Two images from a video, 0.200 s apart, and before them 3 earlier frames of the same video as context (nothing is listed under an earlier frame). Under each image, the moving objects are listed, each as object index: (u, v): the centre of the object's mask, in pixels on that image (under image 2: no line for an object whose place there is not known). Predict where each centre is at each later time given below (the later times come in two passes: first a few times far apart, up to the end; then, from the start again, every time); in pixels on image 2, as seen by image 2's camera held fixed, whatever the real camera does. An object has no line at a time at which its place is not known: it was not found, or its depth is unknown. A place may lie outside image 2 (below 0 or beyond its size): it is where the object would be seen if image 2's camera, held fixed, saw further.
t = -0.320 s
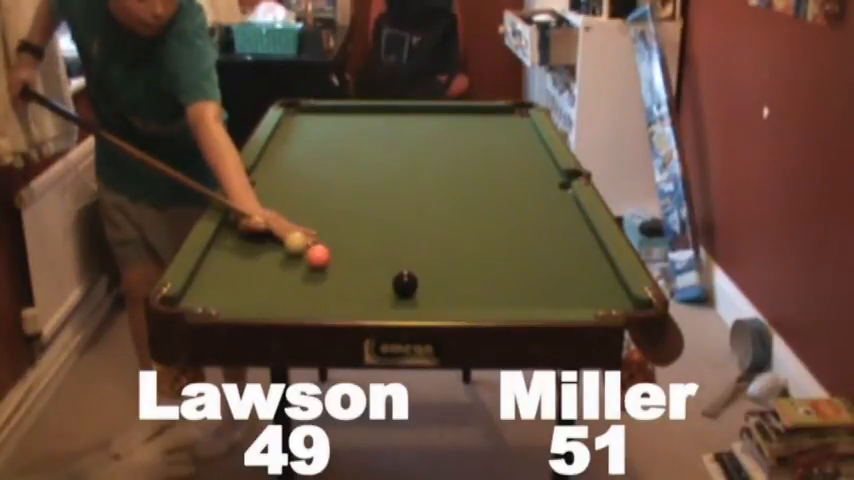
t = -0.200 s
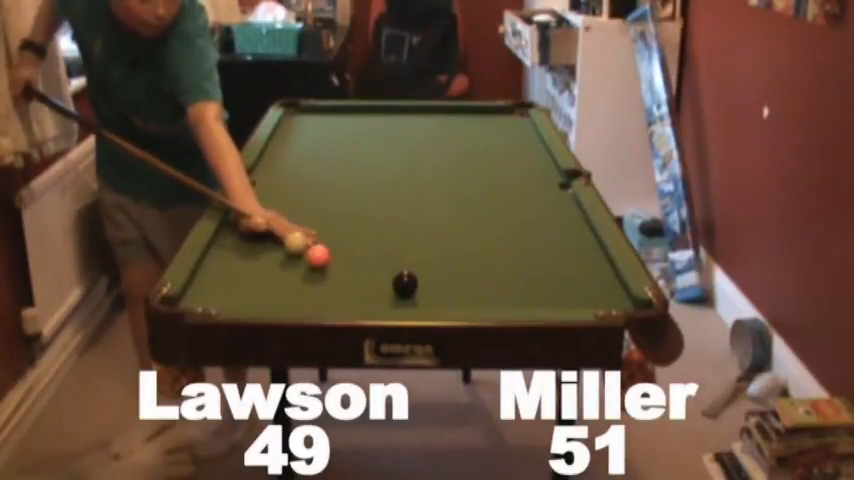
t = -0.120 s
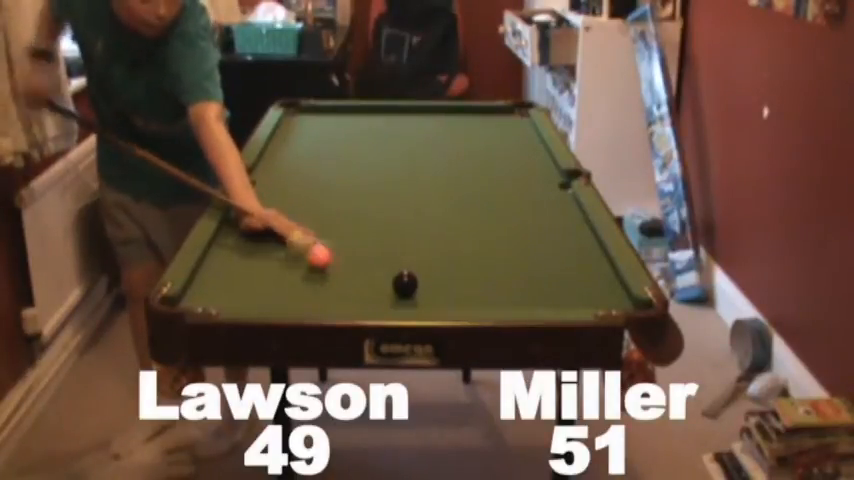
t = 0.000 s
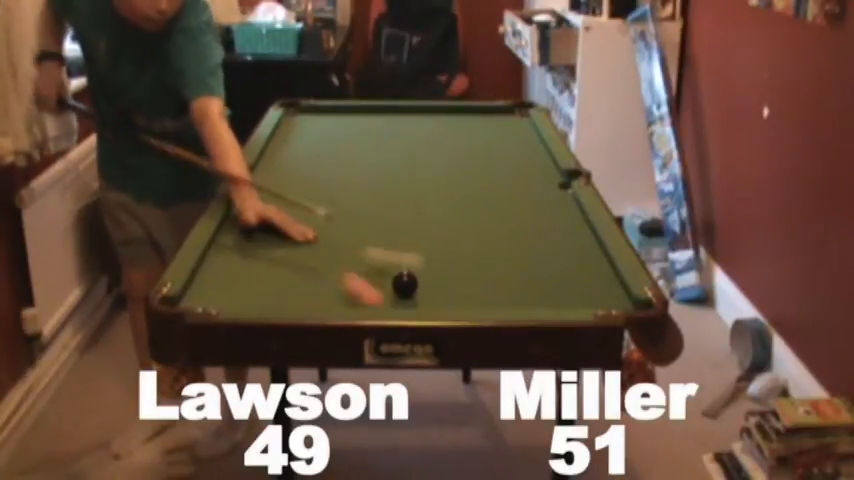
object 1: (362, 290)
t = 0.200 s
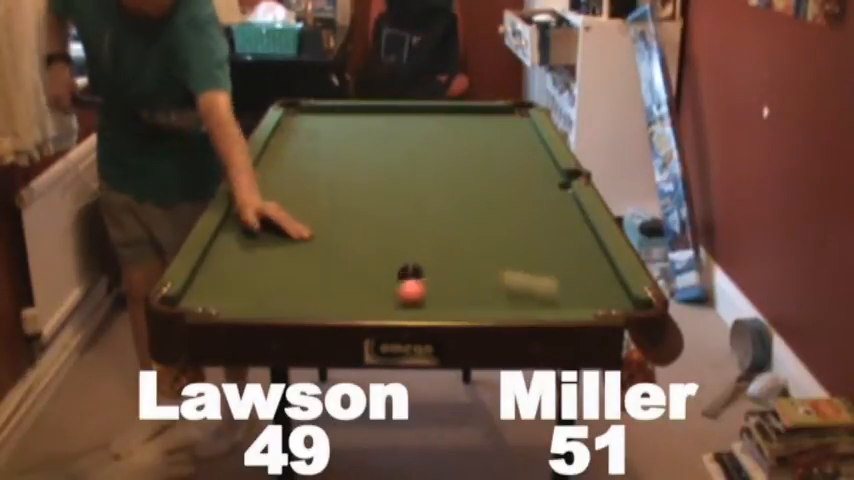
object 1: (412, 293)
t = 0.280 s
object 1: (424, 290)
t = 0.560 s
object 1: (461, 285)
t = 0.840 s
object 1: (486, 283)
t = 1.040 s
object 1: (496, 282)
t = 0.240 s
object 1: (418, 291)
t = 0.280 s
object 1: (424, 290)
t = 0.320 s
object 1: (430, 289)
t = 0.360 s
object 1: (436, 288)
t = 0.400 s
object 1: (440, 288)
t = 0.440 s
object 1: (446, 287)
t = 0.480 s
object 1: (452, 286)
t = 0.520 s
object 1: (457, 286)
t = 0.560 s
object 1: (461, 285)
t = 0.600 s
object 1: (465, 285)
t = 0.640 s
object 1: (470, 284)
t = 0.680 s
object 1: (474, 284)
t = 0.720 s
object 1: (477, 284)
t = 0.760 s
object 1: (481, 284)
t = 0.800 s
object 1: (483, 283)
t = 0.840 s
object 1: (486, 283)
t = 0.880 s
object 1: (488, 283)
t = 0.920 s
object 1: (490, 283)
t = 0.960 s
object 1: (493, 283)
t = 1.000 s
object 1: (495, 283)
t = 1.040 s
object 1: (496, 282)
